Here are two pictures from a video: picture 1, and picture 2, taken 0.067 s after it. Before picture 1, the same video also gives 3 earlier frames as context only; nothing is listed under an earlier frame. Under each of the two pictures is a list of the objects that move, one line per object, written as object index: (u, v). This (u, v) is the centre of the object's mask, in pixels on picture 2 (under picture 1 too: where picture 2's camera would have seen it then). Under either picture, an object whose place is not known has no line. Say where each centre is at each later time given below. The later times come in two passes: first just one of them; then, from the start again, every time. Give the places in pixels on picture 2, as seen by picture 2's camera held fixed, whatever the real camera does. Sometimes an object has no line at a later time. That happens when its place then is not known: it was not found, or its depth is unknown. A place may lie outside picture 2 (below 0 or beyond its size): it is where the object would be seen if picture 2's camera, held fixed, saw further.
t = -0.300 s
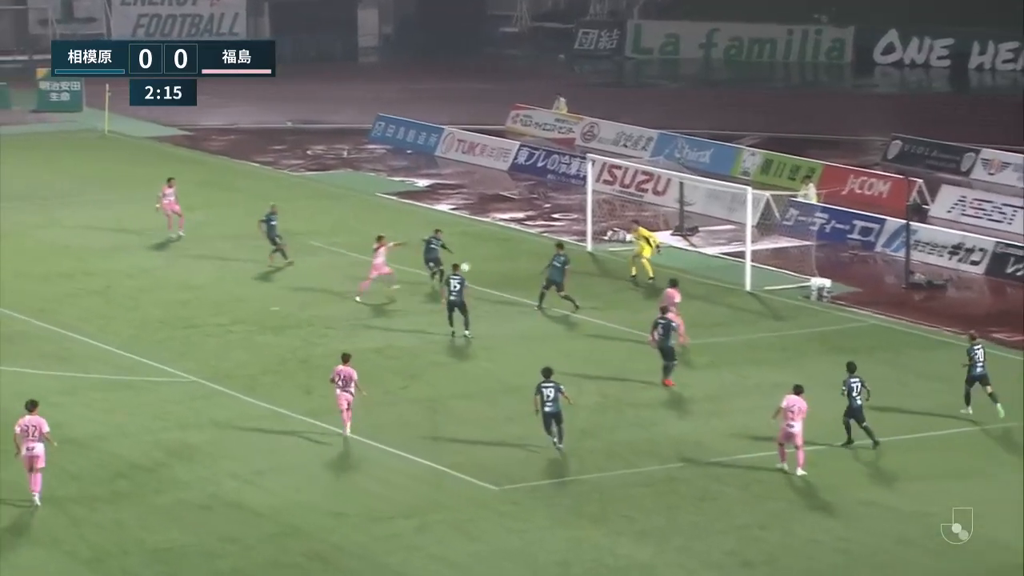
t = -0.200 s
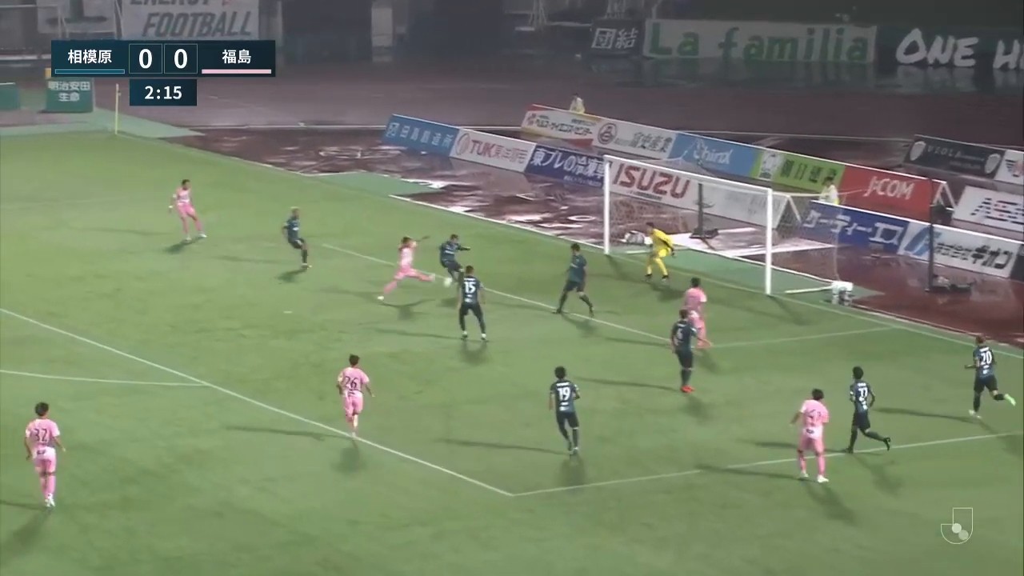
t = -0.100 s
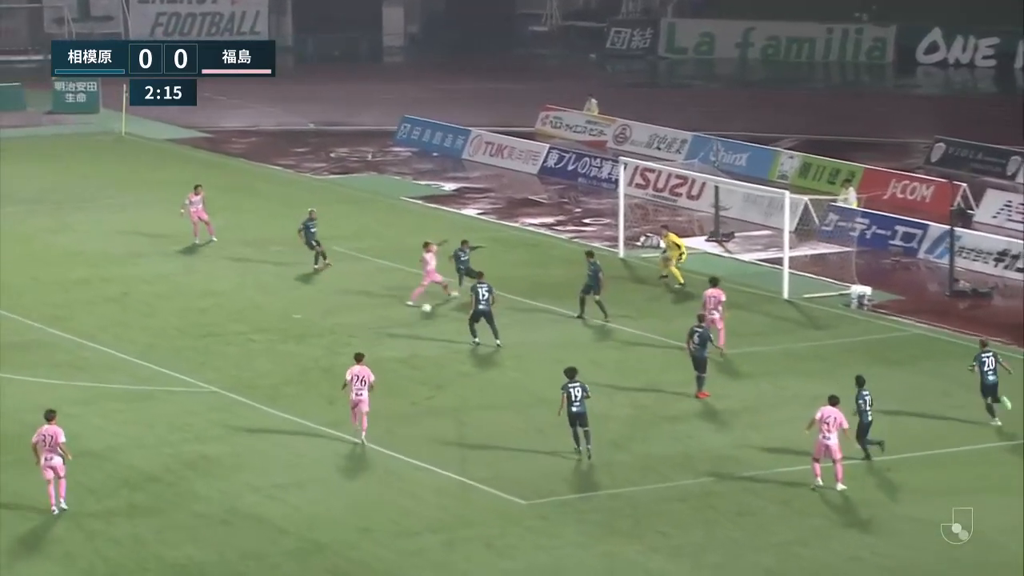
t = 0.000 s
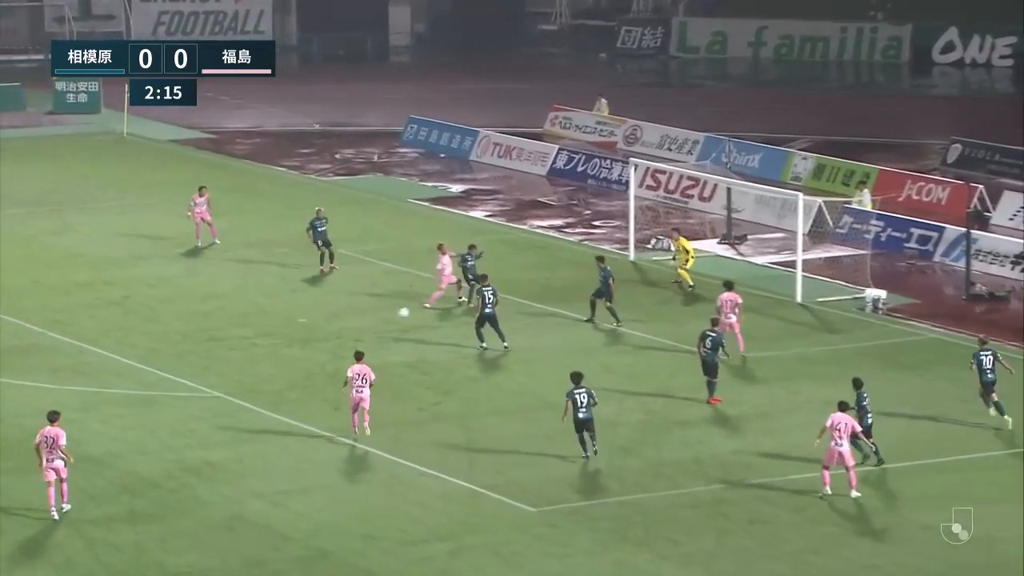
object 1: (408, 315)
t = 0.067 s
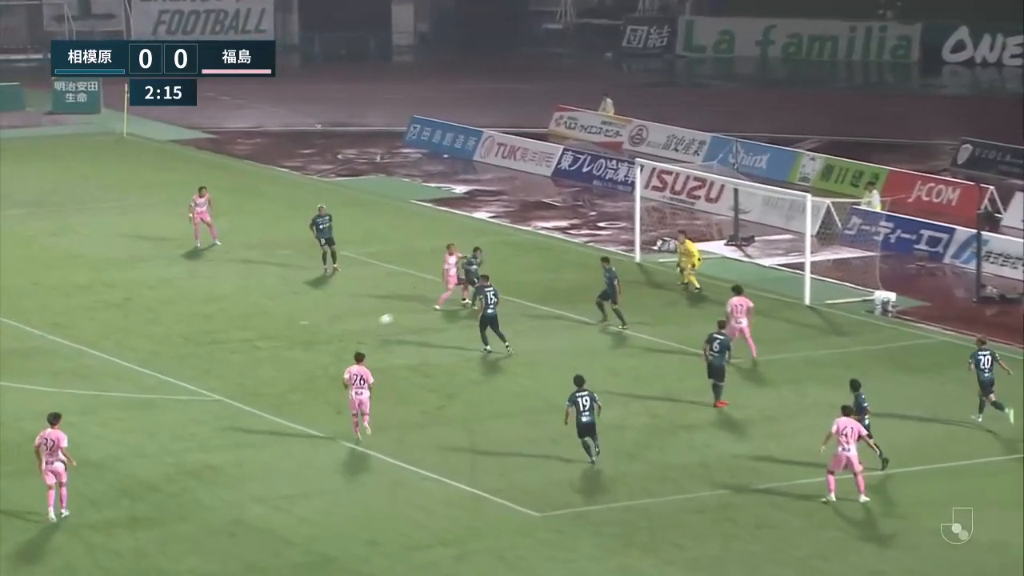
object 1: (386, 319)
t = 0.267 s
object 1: (321, 348)
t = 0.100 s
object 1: (375, 322)
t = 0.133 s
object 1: (364, 326)
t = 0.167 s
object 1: (354, 330)
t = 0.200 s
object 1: (343, 336)
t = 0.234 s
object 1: (332, 341)
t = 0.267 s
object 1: (321, 348)
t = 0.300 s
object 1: (310, 356)
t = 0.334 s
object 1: (300, 361)
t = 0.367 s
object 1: (291, 361)
